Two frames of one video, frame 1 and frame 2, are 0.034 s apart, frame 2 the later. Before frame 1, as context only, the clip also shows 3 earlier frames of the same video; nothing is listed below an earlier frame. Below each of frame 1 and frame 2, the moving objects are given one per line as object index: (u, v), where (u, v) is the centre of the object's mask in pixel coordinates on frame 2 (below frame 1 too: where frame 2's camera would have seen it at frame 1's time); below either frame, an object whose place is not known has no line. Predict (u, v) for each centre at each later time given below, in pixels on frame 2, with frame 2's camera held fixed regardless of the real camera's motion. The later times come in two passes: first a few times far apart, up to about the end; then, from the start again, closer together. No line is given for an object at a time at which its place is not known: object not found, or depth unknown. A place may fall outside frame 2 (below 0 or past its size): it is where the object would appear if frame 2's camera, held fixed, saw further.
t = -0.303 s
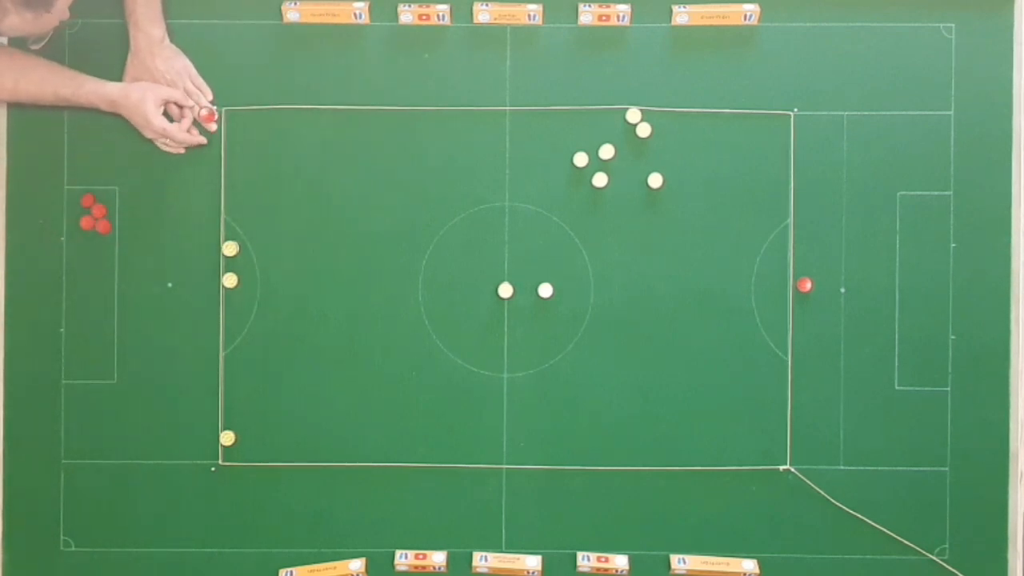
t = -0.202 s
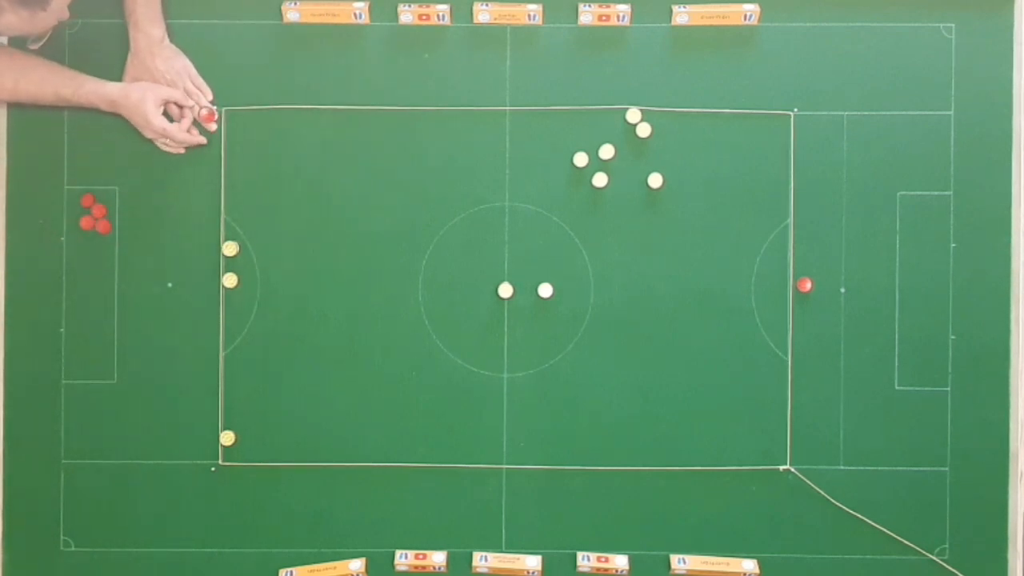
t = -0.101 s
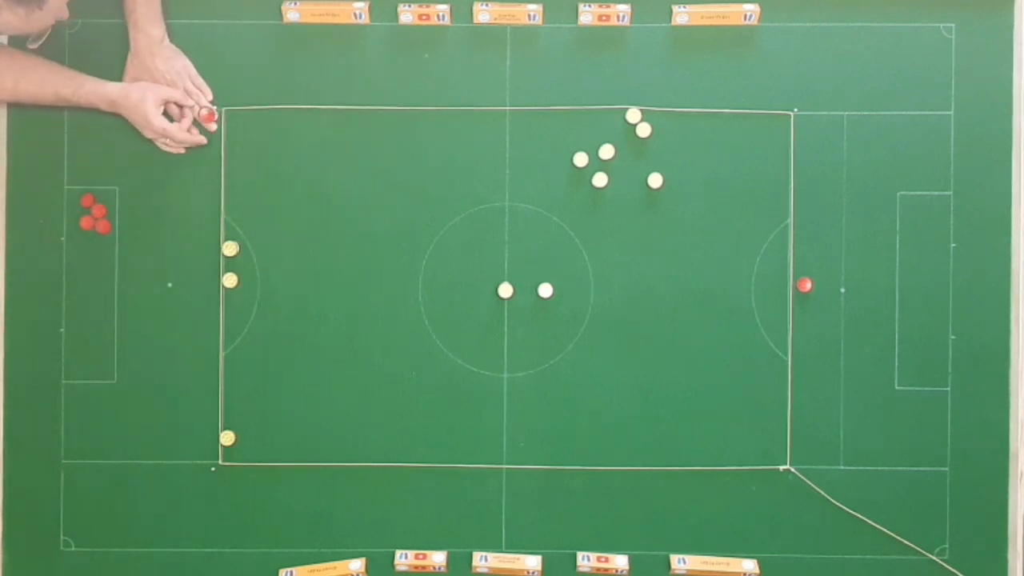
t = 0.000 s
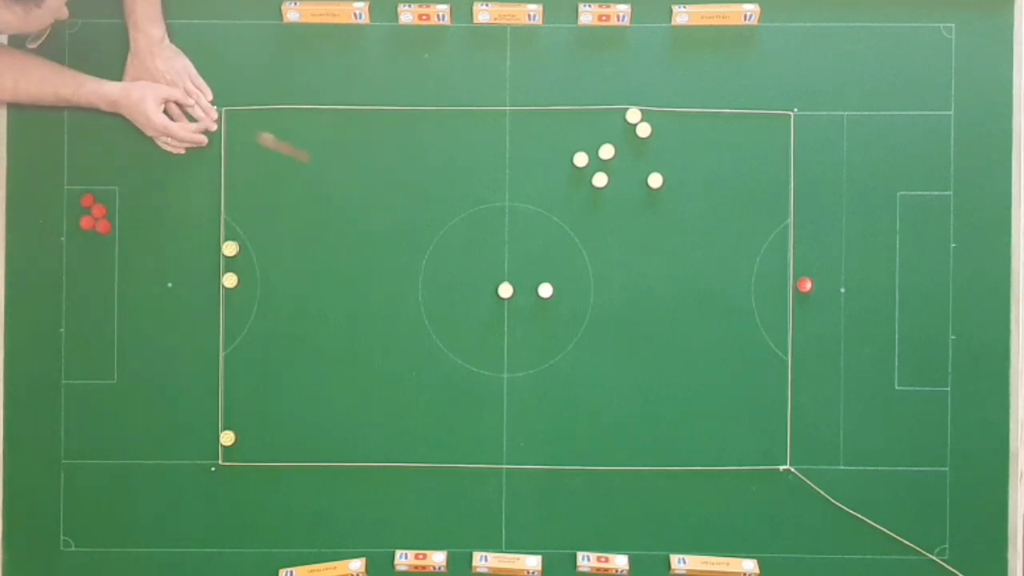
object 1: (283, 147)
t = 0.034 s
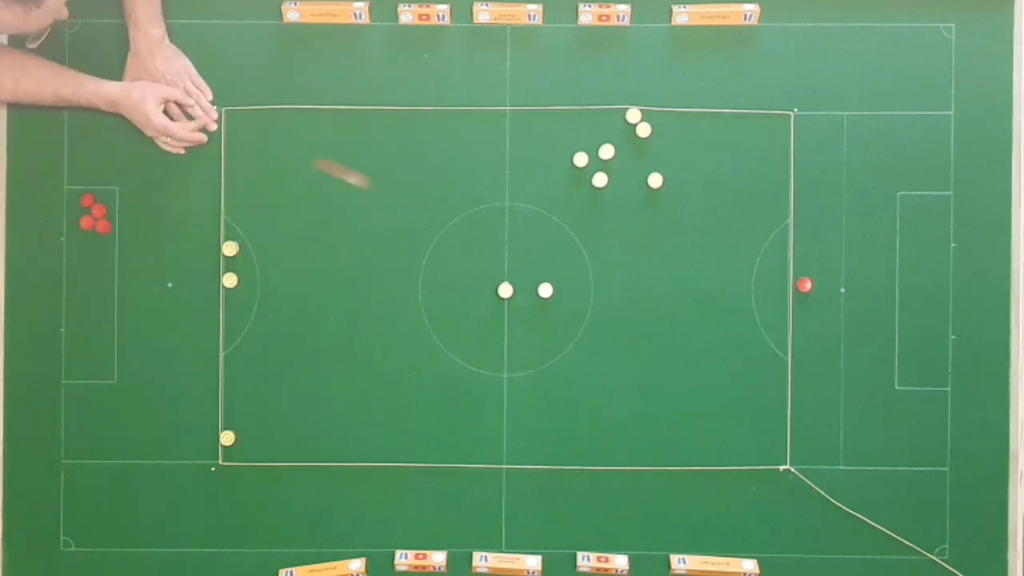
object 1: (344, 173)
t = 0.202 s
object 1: (601, 283)
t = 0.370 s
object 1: (789, 365)
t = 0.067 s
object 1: (404, 199)
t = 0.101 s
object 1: (456, 221)
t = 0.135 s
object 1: (508, 244)
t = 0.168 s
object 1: (557, 264)
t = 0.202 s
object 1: (601, 283)
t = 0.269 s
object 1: (683, 319)
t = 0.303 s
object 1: (722, 335)
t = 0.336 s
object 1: (757, 350)
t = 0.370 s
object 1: (789, 365)
